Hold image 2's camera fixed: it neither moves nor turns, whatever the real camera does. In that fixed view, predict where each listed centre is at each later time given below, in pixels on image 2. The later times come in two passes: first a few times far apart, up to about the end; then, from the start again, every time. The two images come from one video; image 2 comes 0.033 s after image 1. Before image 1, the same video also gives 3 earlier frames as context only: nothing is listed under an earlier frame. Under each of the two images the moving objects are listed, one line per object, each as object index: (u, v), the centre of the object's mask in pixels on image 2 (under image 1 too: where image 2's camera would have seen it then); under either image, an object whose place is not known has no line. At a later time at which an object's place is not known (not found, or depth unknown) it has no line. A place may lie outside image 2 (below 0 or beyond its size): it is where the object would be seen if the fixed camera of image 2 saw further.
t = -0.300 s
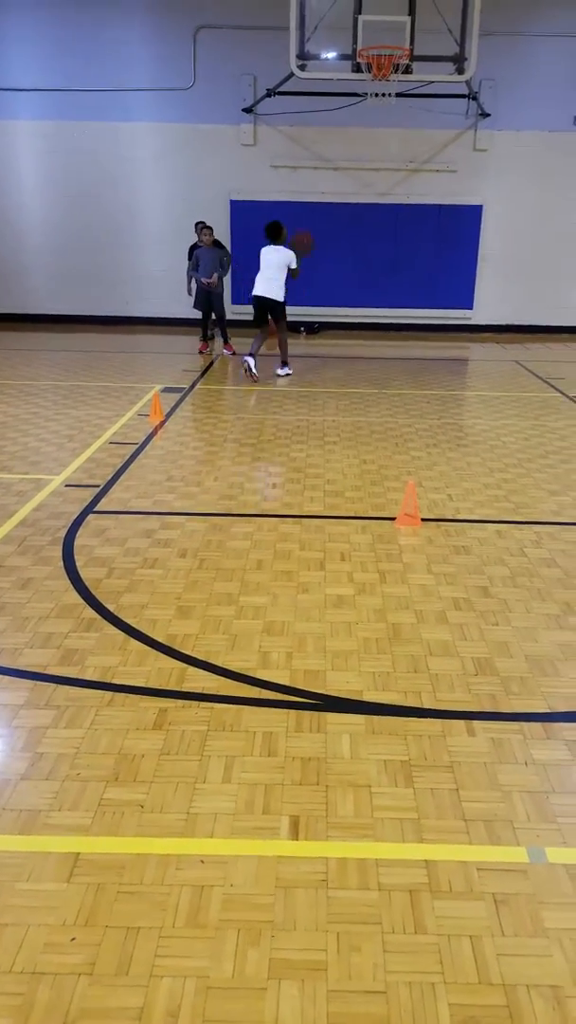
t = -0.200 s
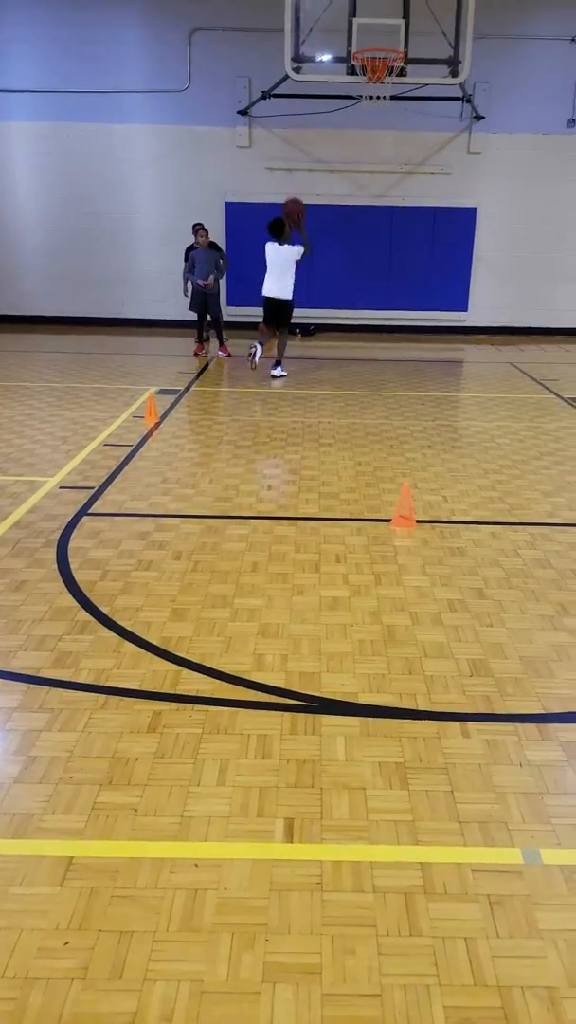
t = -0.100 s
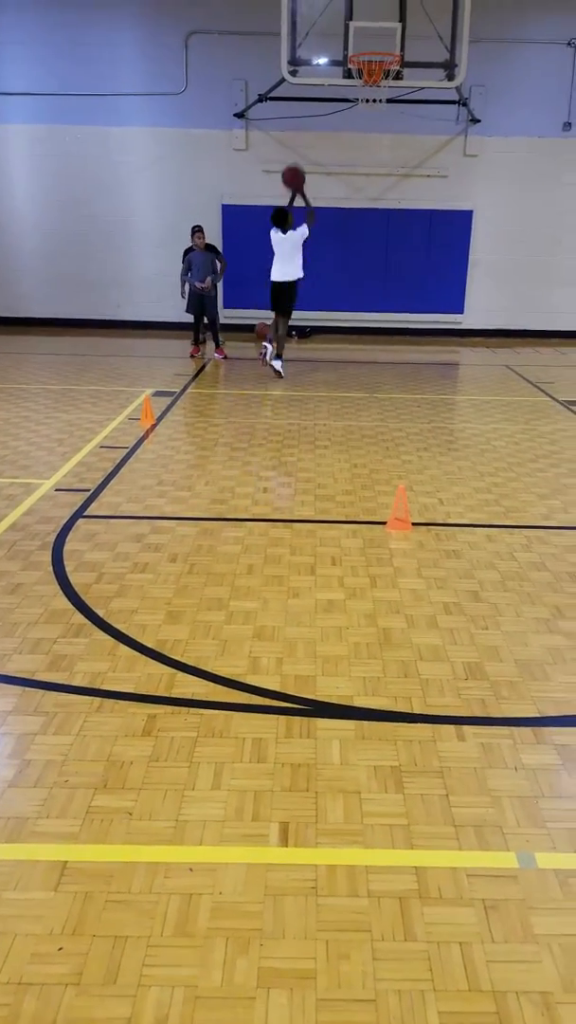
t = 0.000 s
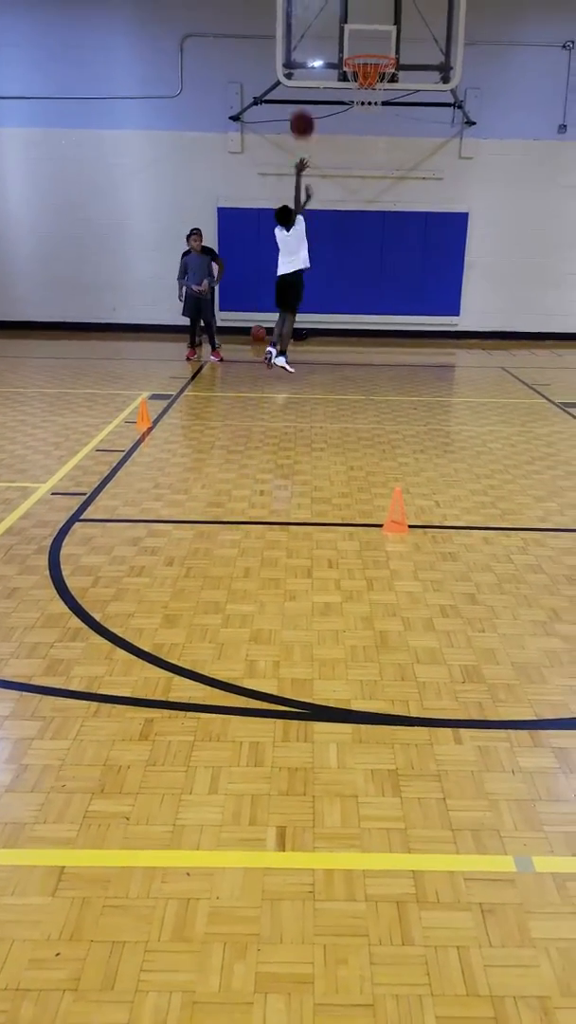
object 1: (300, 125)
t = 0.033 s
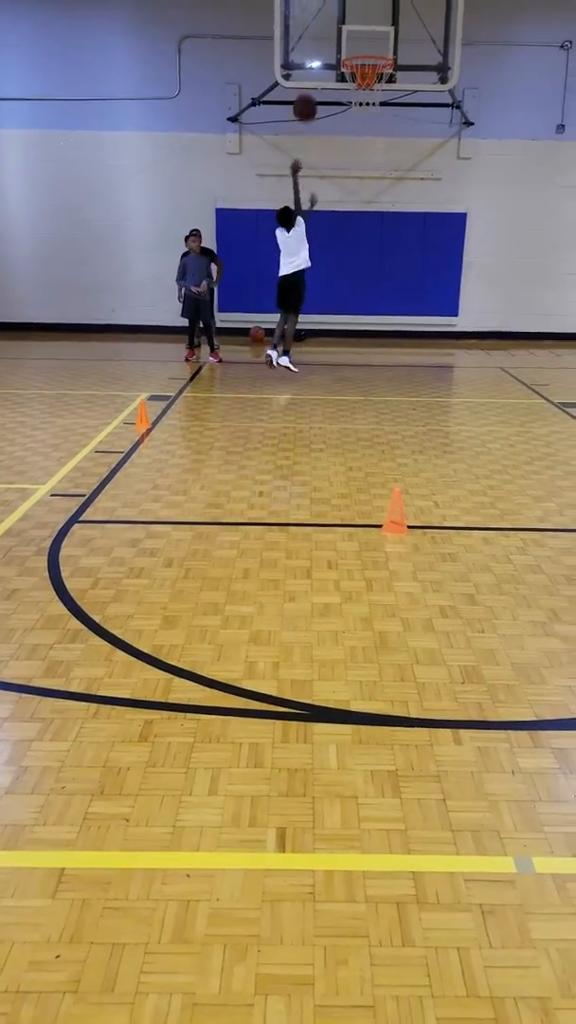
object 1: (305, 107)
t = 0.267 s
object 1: (336, 24)
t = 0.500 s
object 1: (355, 25)
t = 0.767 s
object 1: (371, 96)
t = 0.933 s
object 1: (375, 156)
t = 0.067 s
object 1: (310, 92)
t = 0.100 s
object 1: (314, 78)
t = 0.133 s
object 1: (320, 64)
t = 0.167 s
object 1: (325, 54)
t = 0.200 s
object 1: (329, 40)
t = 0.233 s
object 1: (332, 31)
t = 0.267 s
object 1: (336, 24)
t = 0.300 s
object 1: (338, 20)
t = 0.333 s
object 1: (341, 17)
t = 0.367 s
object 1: (344, 15)
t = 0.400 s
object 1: (346, 16)
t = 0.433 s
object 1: (349, 18)
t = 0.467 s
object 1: (353, 21)
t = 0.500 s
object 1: (355, 25)
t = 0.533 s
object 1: (358, 31)
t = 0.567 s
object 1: (359, 37)
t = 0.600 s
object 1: (361, 41)
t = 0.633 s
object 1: (364, 54)
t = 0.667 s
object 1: (365, 67)
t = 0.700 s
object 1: (372, 76)
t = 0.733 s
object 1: (371, 87)
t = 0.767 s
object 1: (371, 96)
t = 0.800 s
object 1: (372, 105)
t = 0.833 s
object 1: (373, 117)
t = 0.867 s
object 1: (374, 130)
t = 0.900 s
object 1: (374, 142)
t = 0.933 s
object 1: (375, 156)
